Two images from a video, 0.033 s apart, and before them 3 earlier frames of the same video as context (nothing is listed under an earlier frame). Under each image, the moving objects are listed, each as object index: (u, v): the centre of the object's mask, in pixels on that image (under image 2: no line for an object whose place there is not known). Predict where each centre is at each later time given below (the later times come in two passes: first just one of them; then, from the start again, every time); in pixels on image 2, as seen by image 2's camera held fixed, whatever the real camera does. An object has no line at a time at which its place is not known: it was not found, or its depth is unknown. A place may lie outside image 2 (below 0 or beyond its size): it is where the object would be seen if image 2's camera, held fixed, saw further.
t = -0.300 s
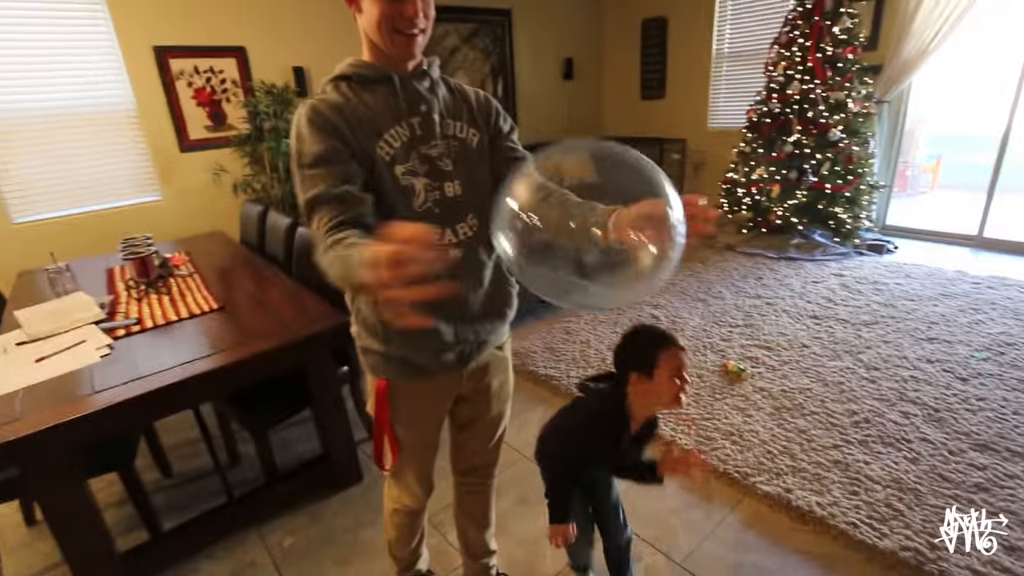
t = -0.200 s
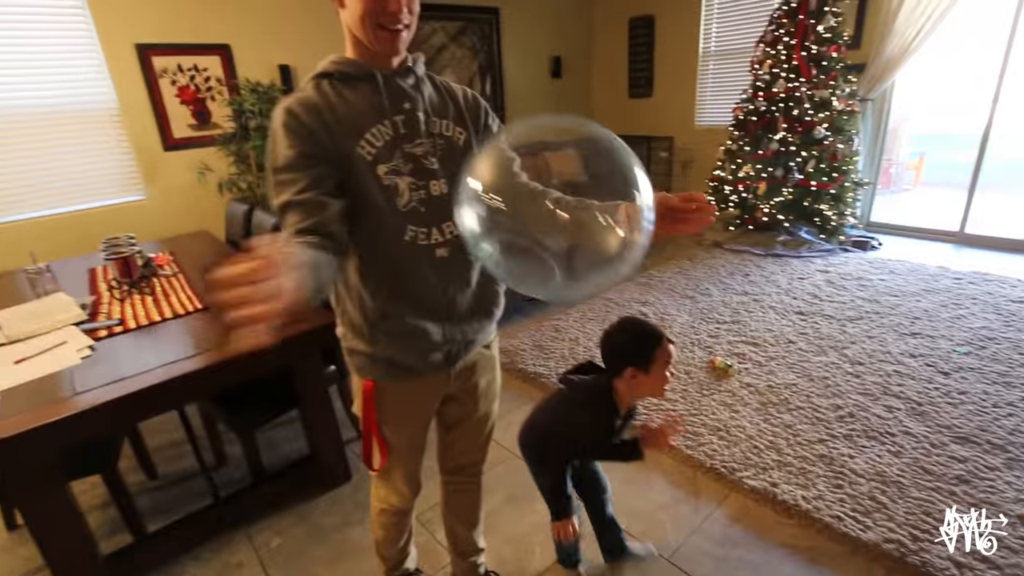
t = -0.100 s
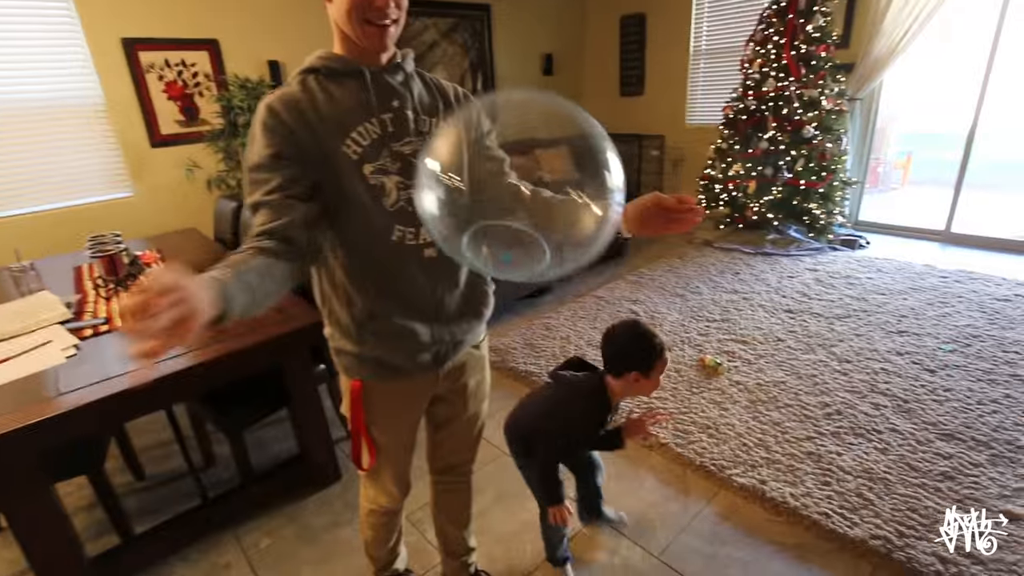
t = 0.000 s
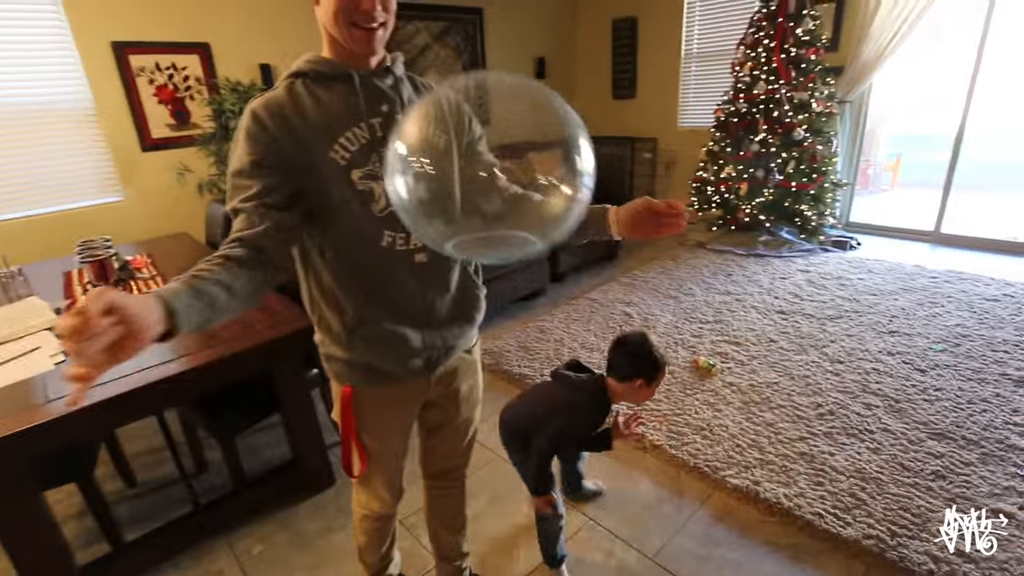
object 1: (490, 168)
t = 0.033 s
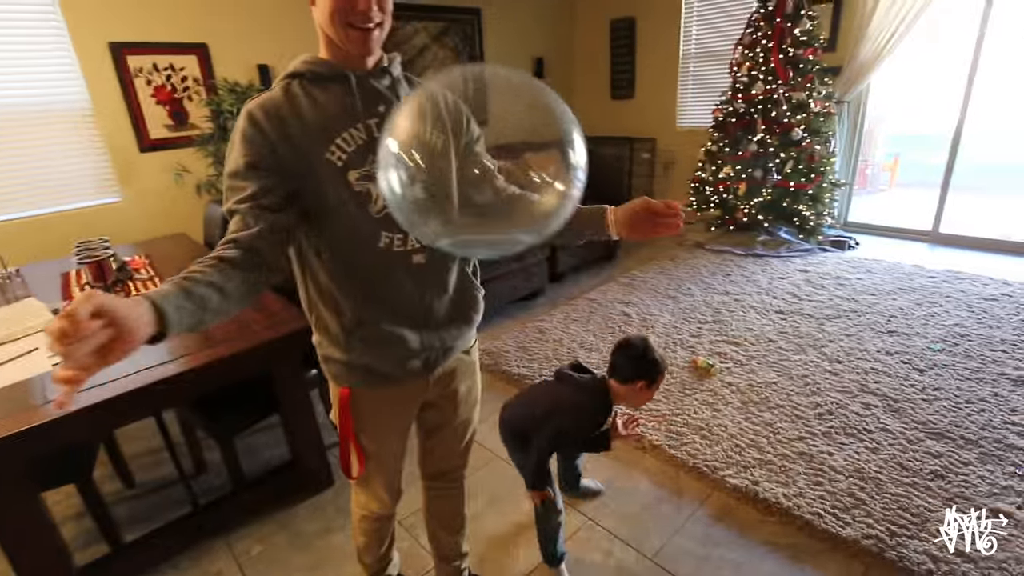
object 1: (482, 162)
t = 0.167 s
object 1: (463, 137)
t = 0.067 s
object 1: (476, 155)
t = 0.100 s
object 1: (471, 149)
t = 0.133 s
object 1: (467, 143)
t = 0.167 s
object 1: (463, 137)
